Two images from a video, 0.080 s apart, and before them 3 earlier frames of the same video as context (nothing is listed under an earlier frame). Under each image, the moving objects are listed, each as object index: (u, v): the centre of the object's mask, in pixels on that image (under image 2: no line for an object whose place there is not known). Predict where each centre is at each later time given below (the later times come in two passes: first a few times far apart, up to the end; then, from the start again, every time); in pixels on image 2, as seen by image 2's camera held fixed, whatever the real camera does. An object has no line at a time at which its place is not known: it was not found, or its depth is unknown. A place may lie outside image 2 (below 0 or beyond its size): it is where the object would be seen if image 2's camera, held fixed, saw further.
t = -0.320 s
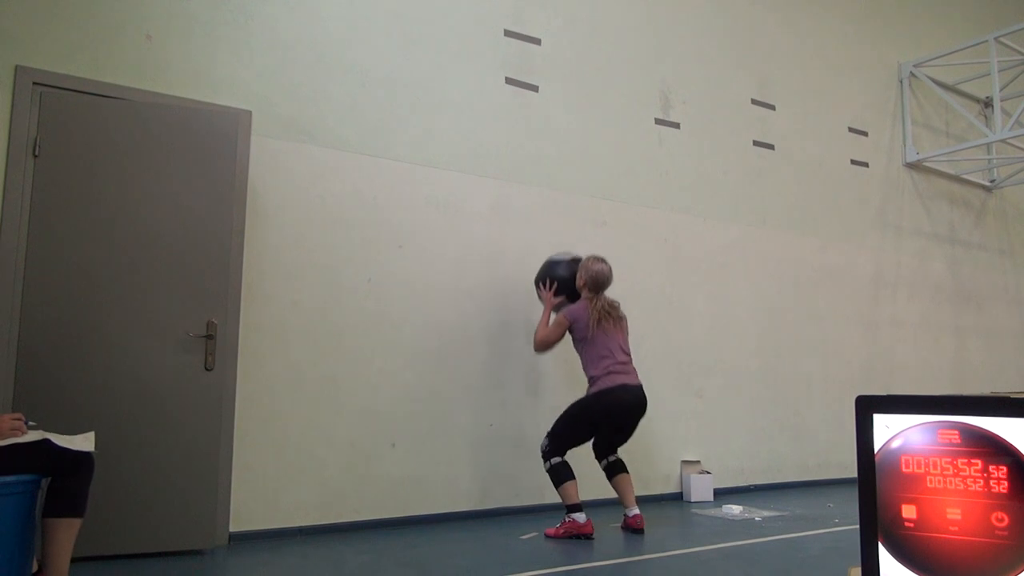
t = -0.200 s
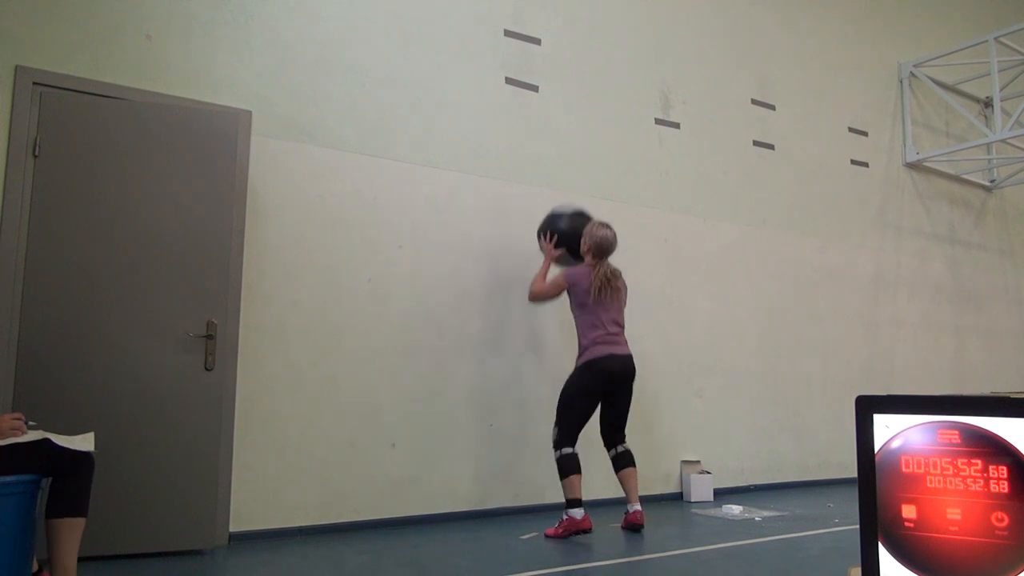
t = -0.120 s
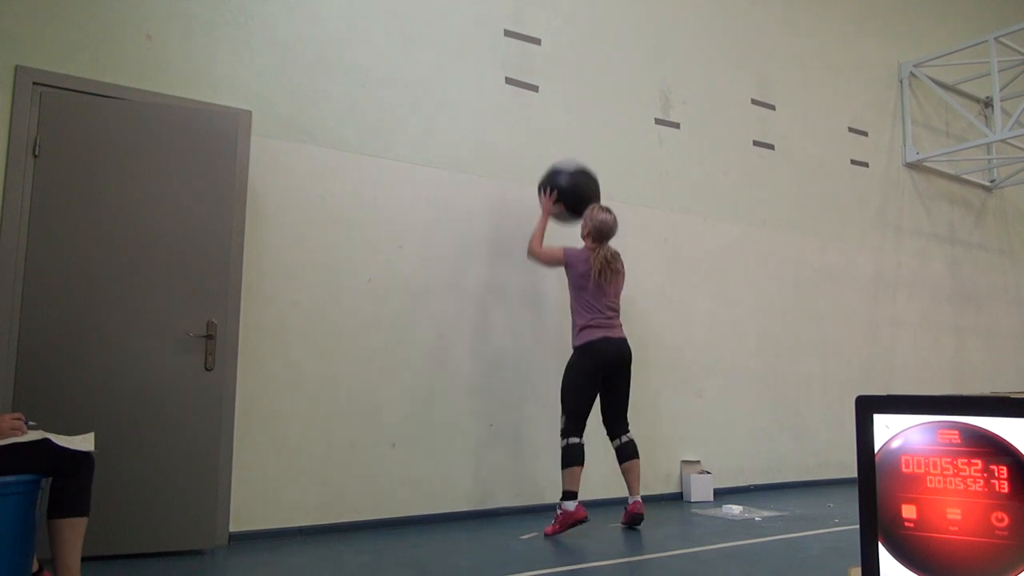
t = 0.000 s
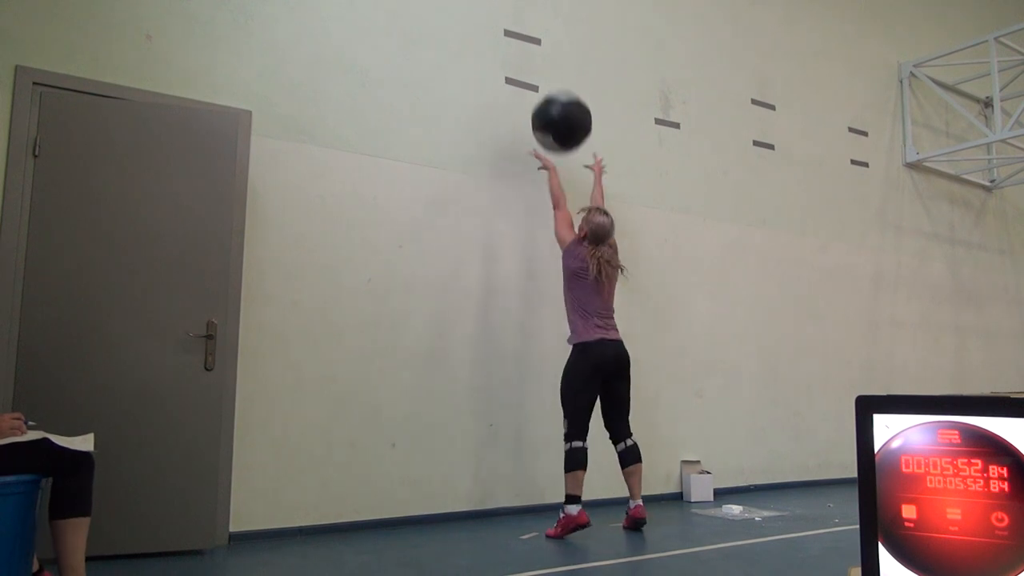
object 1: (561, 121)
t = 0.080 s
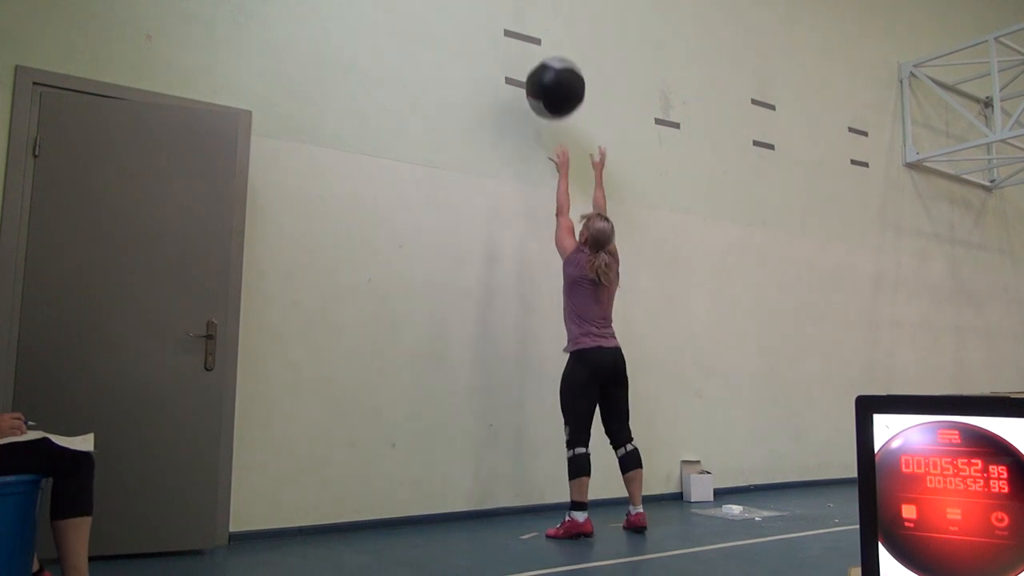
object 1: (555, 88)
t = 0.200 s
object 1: (546, 57)
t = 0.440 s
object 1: (545, 54)
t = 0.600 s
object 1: (551, 99)
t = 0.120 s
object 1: (552, 75)
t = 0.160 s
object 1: (549, 64)
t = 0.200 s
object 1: (546, 57)
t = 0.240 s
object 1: (543, 52)
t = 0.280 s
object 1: (540, 50)
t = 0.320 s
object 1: (540, 48)
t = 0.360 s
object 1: (542, 48)
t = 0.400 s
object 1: (544, 50)
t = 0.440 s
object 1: (545, 54)
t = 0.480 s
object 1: (547, 61)
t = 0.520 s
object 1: (548, 71)
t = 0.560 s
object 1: (549, 84)
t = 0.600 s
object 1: (551, 99)
